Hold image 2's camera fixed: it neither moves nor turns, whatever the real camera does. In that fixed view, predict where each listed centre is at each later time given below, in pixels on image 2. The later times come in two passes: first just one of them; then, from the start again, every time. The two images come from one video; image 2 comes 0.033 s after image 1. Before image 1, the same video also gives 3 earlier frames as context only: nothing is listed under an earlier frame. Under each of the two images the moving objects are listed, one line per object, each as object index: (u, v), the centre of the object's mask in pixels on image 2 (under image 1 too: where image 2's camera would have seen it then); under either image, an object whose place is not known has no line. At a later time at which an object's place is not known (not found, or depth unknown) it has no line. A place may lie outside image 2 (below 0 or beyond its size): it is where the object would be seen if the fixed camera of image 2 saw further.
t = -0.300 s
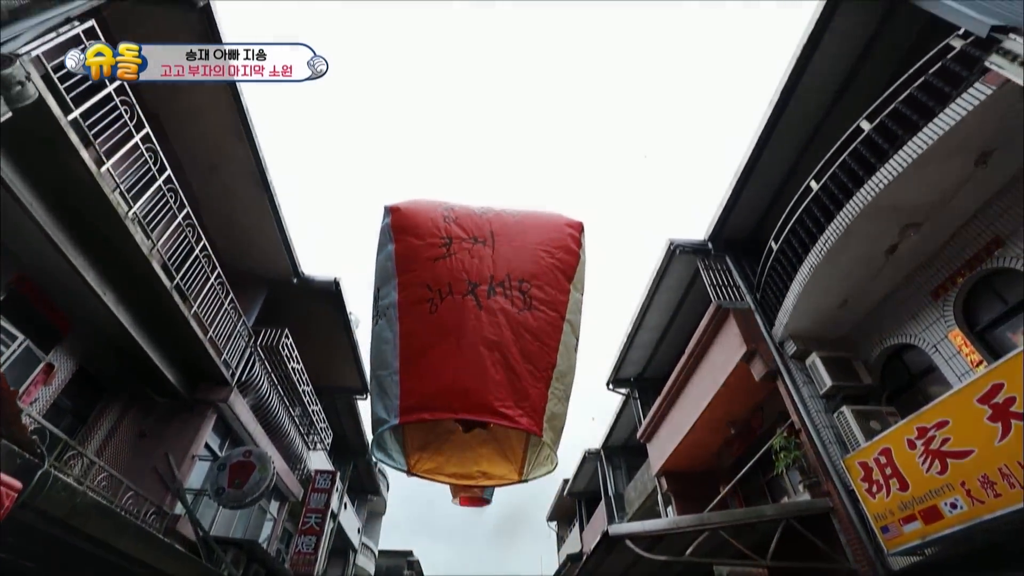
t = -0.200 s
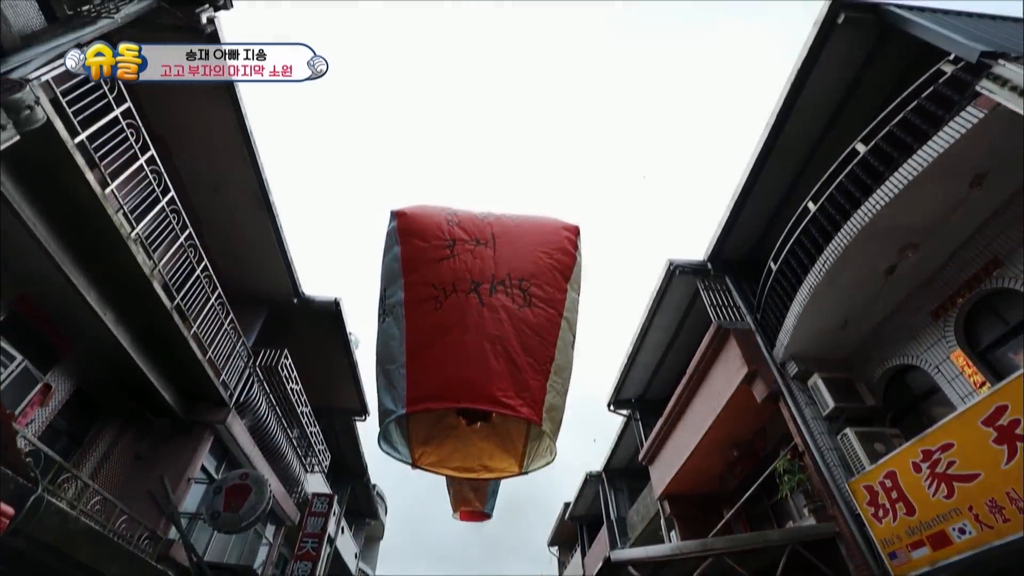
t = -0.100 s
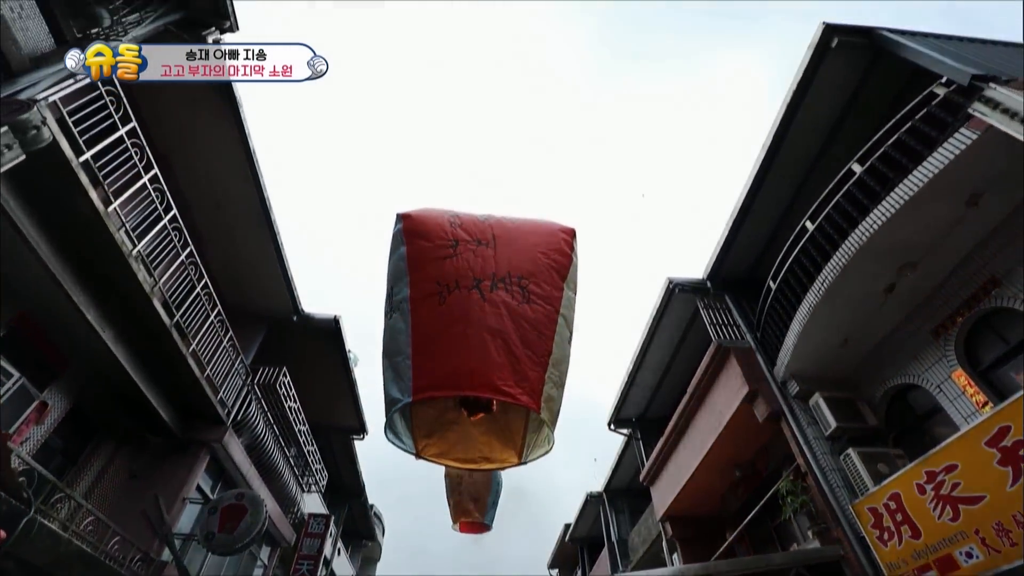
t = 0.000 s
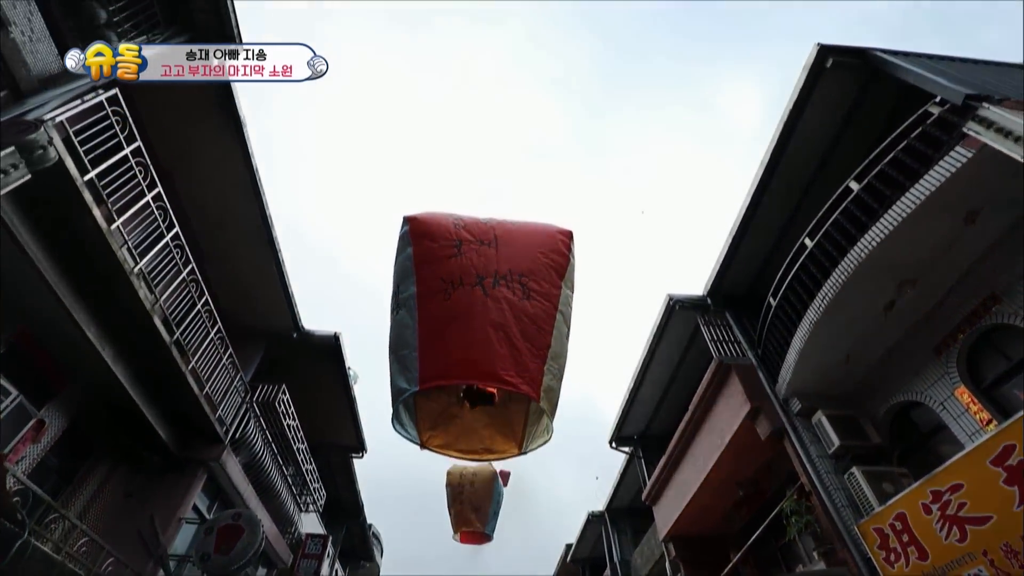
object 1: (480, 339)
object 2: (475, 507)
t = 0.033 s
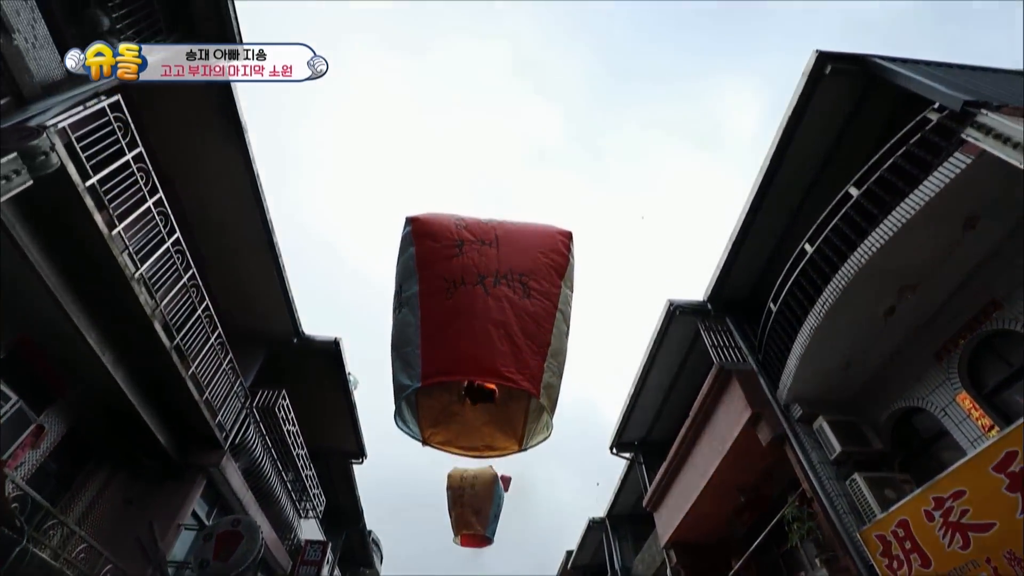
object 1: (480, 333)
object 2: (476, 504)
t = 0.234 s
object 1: (484, 294)
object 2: (478, 486)
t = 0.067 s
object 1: (481, 326)
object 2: (476, 501)
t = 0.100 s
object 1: (481, 319)
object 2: (476, 498)
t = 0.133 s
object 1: (482, 313)
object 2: (477, 495)
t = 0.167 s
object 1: (483, 306)
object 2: (477, 492)
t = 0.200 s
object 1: (484, 300)
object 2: (478, 489)
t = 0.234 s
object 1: (484, 294)
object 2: (478, 486)
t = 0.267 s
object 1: (485, 288)
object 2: (479, 483)
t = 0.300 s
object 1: (485, 284)
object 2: (479, 481)
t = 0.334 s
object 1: (486, 280)
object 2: (480, 478)
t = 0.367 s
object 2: (480, 476)
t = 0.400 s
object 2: (481, 473)
